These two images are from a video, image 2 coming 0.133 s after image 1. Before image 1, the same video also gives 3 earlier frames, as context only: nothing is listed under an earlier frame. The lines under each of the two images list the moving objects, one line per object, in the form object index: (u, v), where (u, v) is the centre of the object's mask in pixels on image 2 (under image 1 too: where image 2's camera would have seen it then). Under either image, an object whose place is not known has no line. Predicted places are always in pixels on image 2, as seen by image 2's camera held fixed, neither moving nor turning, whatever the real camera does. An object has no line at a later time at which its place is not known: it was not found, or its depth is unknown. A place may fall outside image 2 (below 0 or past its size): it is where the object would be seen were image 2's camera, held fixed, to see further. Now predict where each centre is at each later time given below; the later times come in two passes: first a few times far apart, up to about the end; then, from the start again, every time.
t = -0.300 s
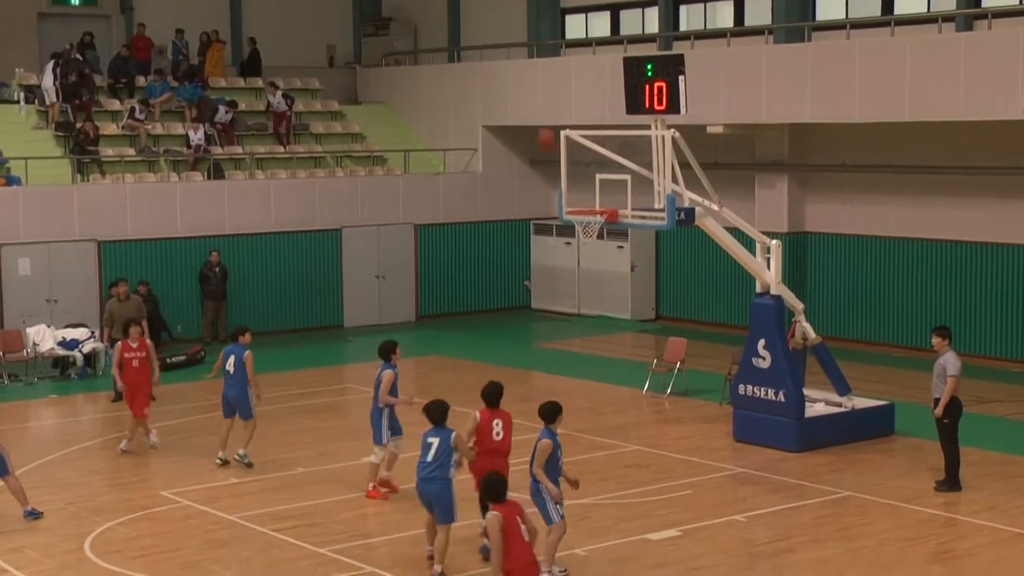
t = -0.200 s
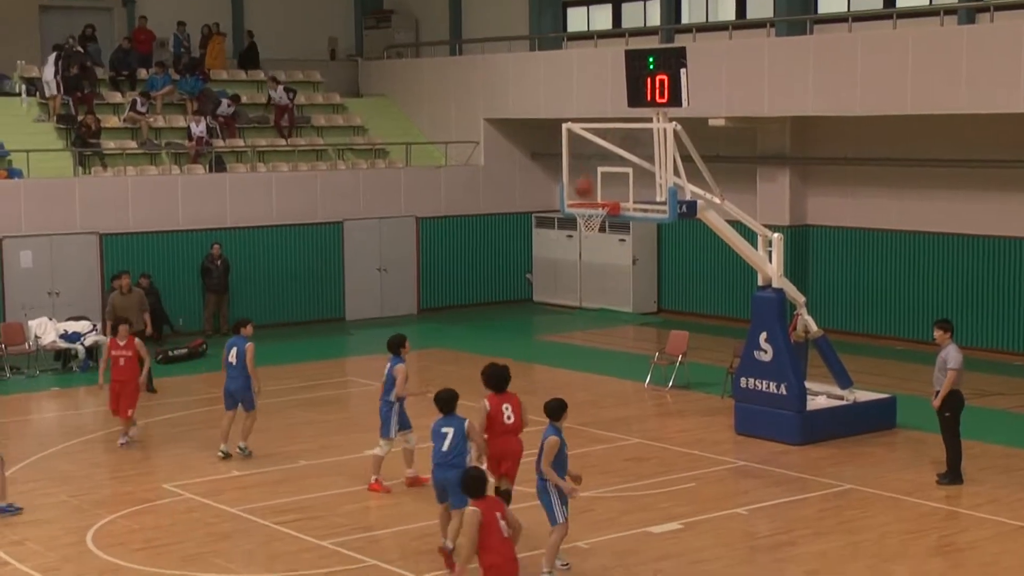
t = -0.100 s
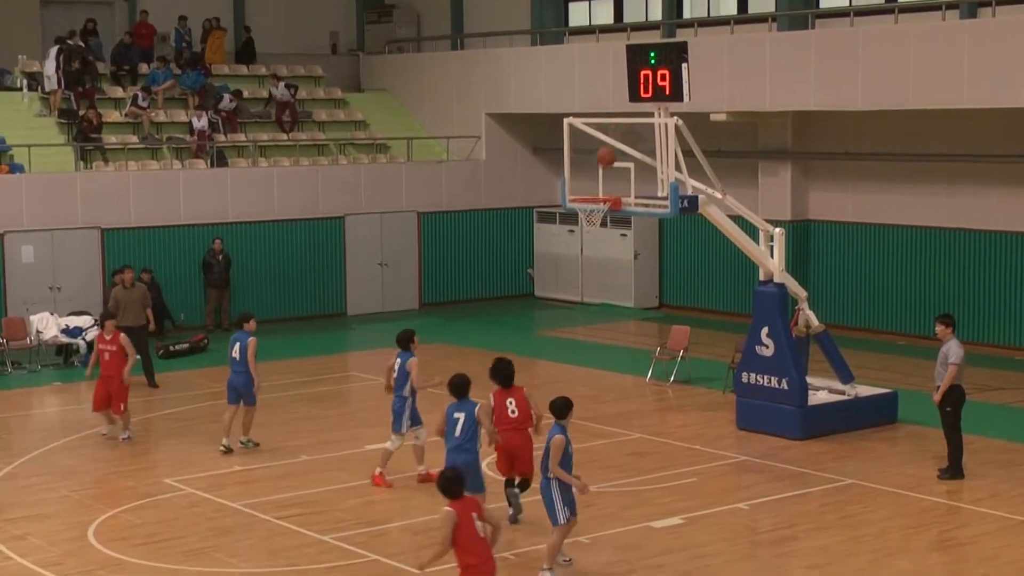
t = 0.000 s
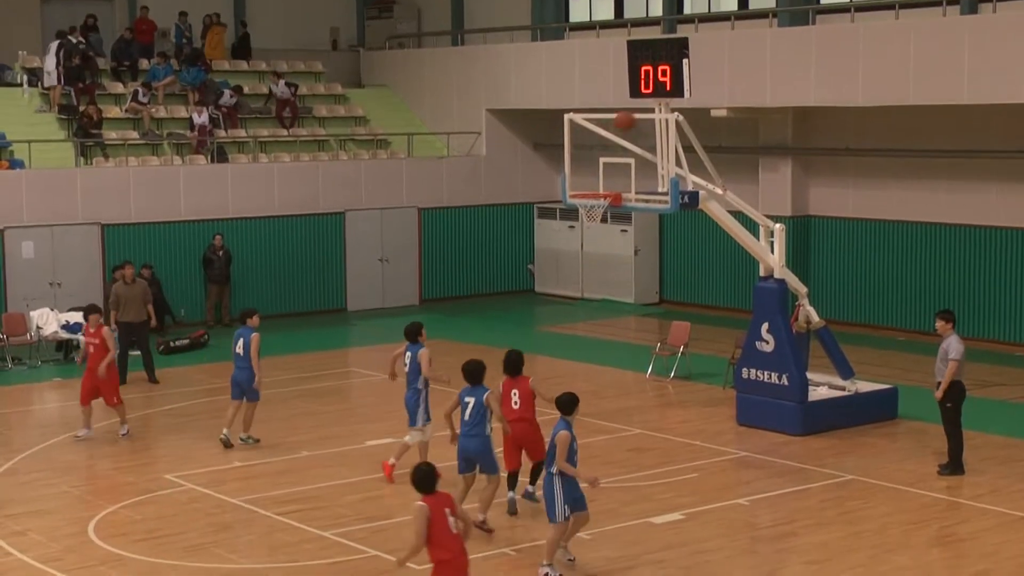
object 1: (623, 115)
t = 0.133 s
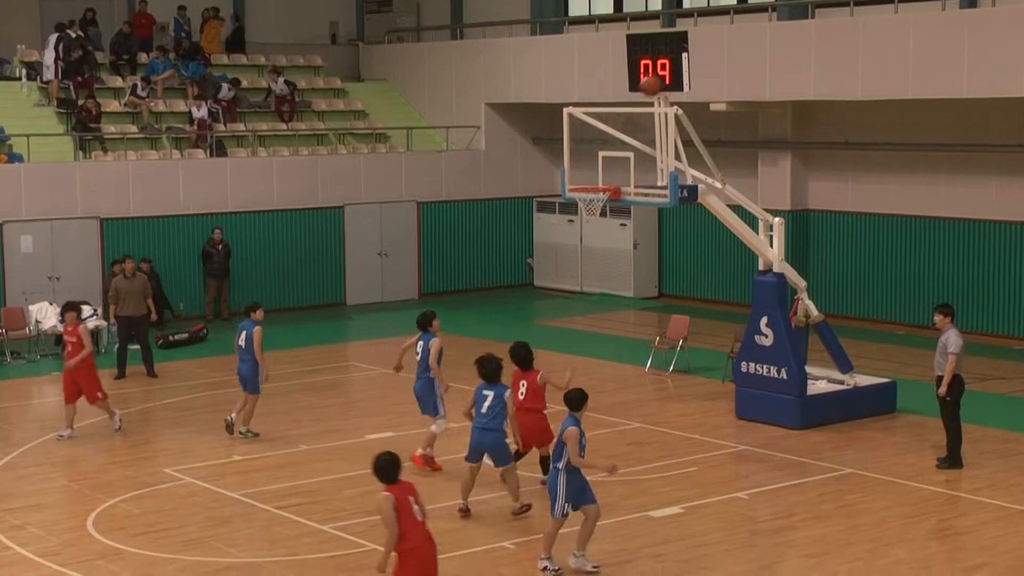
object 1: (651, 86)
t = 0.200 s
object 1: (664, 78)
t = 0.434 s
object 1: (715, 76)
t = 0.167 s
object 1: (658, 80)
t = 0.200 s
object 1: (664, 78)
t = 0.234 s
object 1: (671, 74)
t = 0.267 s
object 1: (678, 71)
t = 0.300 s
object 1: (685, 70)
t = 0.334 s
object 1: (692, 70)
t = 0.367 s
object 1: (700, 70)
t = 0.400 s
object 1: (707, 72)
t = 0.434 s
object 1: (715, 76)
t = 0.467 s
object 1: (722, 80)
